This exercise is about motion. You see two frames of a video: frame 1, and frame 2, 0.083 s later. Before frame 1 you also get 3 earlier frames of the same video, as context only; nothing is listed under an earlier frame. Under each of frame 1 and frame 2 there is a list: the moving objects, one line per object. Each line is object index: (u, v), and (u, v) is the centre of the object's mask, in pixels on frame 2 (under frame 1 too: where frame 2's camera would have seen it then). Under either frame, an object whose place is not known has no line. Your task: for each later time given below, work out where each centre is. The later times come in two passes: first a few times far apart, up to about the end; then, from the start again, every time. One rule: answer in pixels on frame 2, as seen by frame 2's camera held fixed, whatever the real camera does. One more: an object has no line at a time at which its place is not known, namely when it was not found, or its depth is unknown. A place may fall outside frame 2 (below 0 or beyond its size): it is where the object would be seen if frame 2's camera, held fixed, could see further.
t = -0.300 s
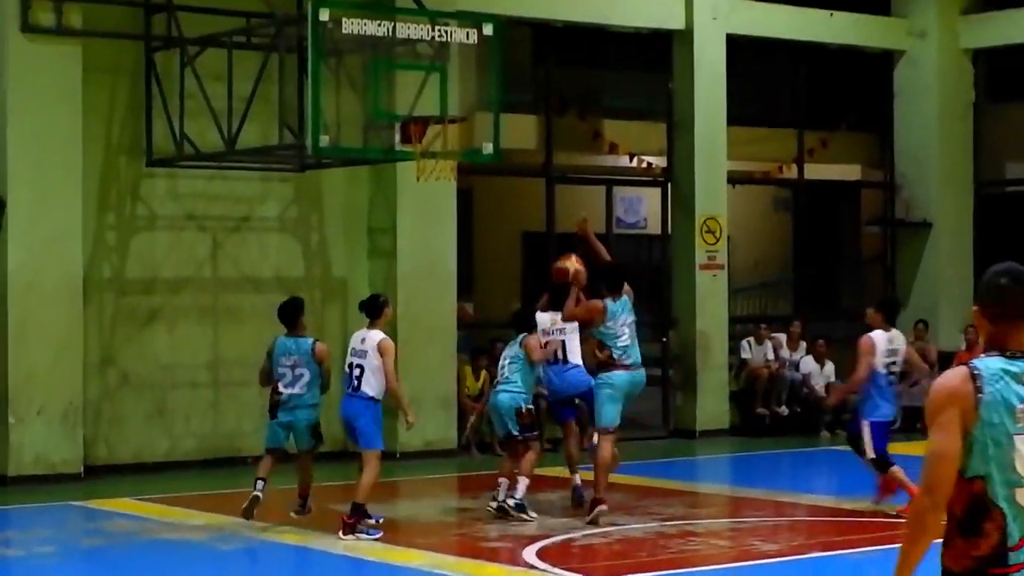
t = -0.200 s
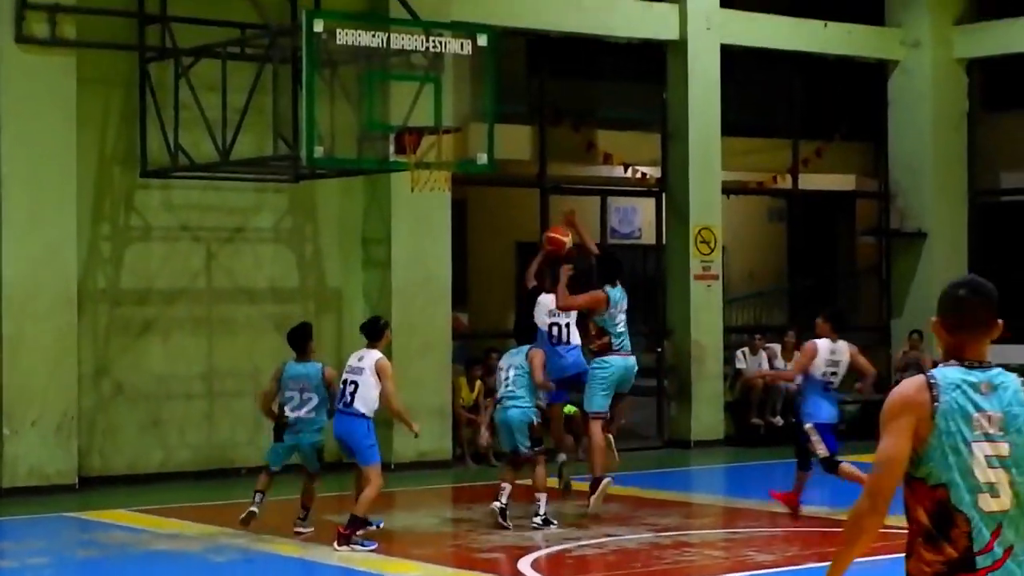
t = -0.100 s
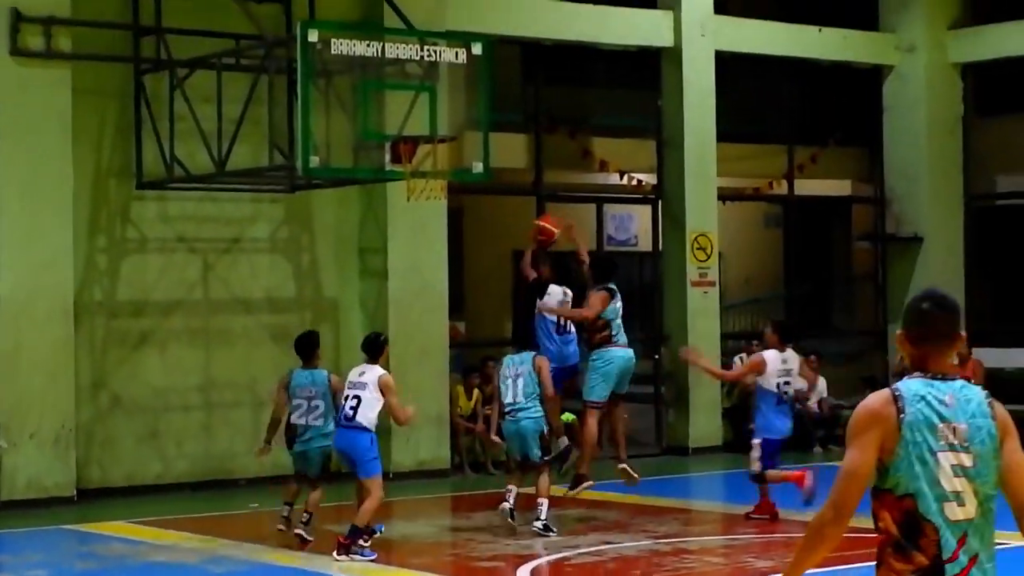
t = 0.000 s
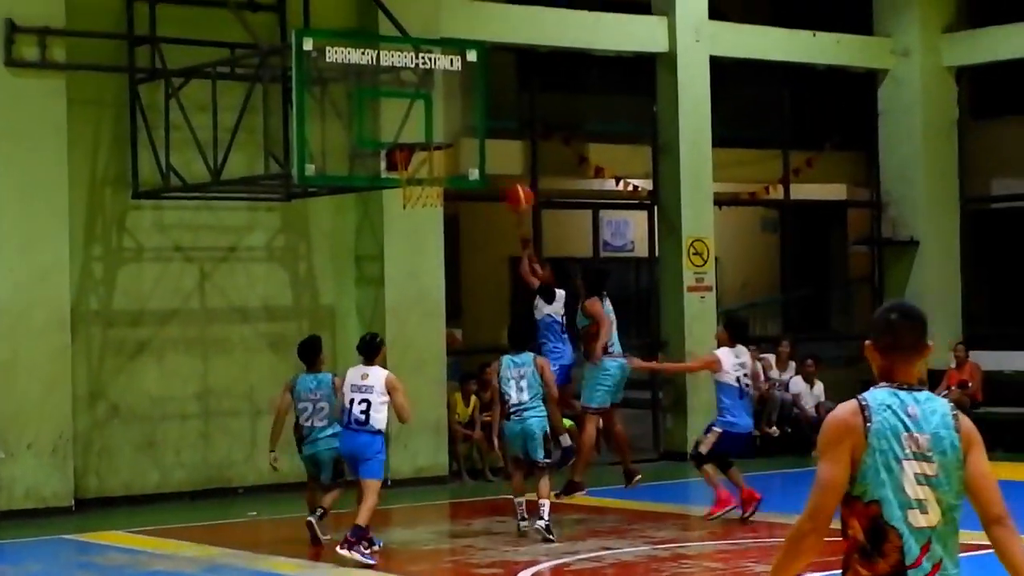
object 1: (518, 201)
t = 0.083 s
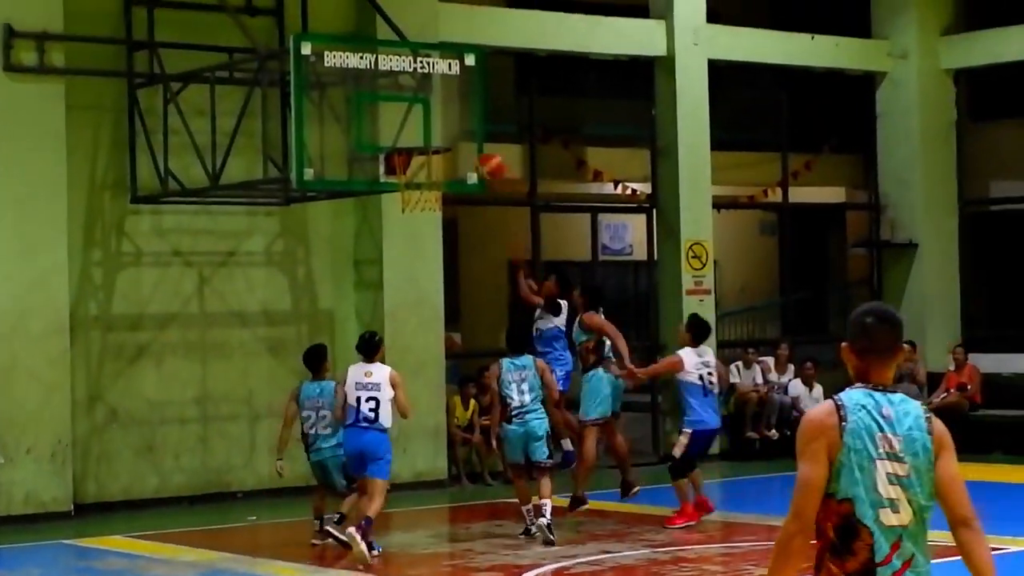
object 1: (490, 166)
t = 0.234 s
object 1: (441, 124)
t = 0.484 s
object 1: (441, 131)
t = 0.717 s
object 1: (416, 151)
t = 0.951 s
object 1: (402, 207)
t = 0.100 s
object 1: (486, 160)
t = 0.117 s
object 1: (480, 155)
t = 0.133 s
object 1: (473, 149)
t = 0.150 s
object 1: (469, 145)
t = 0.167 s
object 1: (463, 139)
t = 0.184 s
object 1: (457, 136)
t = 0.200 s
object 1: (452, 132)
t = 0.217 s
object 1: (447, 128)
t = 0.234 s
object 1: (441, 124)
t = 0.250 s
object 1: (440, 122)
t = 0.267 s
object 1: (439, 120)
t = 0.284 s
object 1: (439, 119)
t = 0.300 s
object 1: (438, 118)
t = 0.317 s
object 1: (439, 117)
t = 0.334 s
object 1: (439, 117)
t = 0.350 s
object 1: (439, 117)
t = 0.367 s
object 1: (439, 118)
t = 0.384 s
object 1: (439, 119)
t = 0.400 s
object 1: (440, 120)
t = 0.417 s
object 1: (440, 121)
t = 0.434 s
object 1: (440, 123)
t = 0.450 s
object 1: (440, 126)
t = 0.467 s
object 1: (440, 128)
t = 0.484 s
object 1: (441, 131)
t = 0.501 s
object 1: (441, 133)
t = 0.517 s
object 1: (440, 135)
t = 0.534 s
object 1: (438, 135)
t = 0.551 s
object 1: (435, 135)
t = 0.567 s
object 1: (434, 135)
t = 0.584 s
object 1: (432, 136)
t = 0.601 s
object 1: (429, 136)
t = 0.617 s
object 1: (427, 137)
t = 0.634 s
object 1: (425, 137)
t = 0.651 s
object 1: (423, 139)
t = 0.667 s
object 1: (421, 141)
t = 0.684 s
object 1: (419, 145)
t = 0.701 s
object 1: (418, 148)
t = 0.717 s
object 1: (416, 151)
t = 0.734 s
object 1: (414, 154)
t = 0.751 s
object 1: (413, 158)
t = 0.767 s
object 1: (412, 162)
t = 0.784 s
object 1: (411, 166)
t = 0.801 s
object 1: (410, 169)
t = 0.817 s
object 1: (409, 174)
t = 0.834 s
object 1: (408, 178)
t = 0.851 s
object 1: (407, 182)
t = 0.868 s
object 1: (405, 188)
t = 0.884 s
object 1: (403, 191)
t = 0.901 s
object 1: (404, 194)
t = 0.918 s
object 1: (403, 198)
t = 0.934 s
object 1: (403, 203)
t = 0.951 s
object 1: (402, 207)
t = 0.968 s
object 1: (403, 212)
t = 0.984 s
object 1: (403, 217)
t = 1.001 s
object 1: (403, 223)
